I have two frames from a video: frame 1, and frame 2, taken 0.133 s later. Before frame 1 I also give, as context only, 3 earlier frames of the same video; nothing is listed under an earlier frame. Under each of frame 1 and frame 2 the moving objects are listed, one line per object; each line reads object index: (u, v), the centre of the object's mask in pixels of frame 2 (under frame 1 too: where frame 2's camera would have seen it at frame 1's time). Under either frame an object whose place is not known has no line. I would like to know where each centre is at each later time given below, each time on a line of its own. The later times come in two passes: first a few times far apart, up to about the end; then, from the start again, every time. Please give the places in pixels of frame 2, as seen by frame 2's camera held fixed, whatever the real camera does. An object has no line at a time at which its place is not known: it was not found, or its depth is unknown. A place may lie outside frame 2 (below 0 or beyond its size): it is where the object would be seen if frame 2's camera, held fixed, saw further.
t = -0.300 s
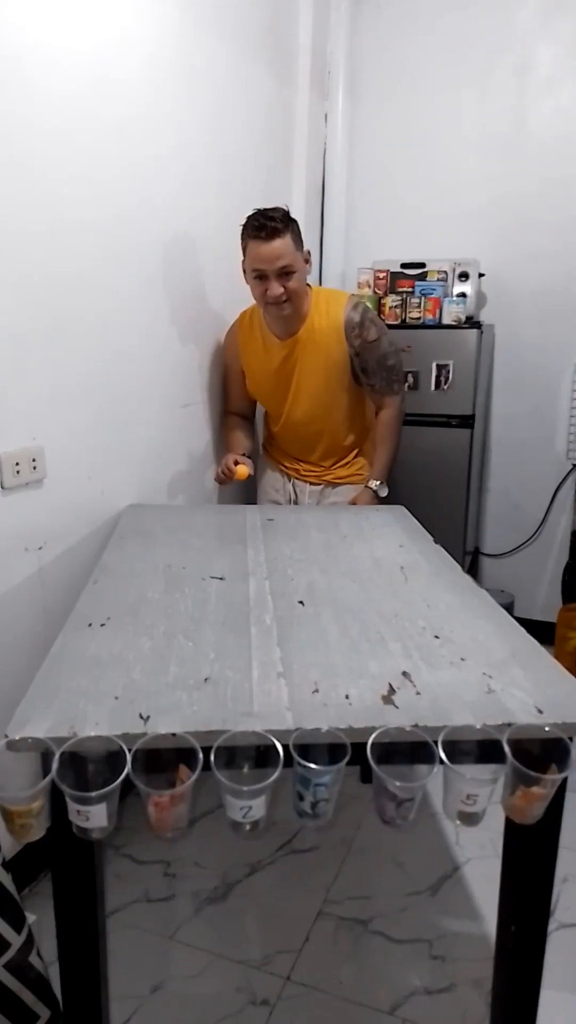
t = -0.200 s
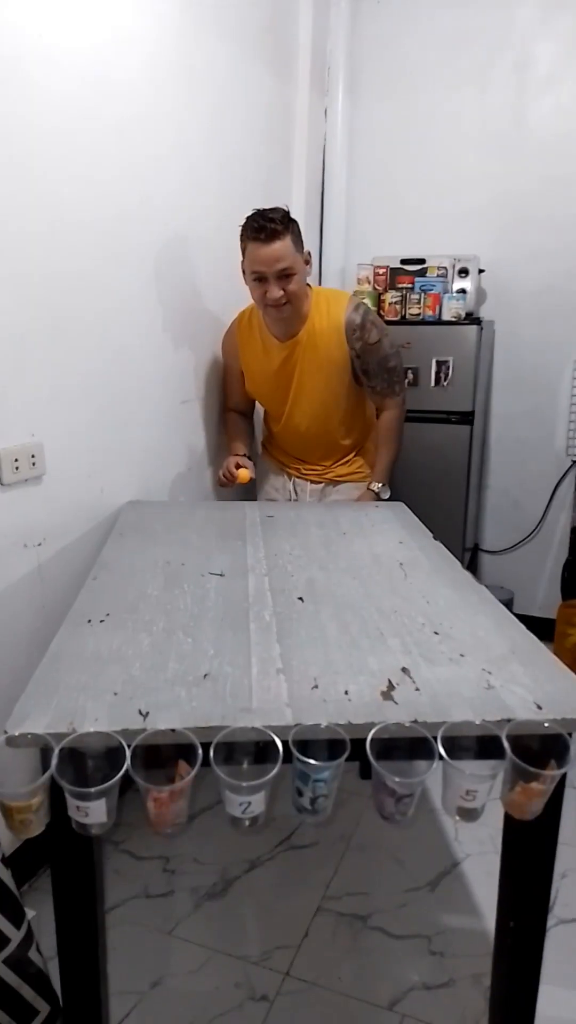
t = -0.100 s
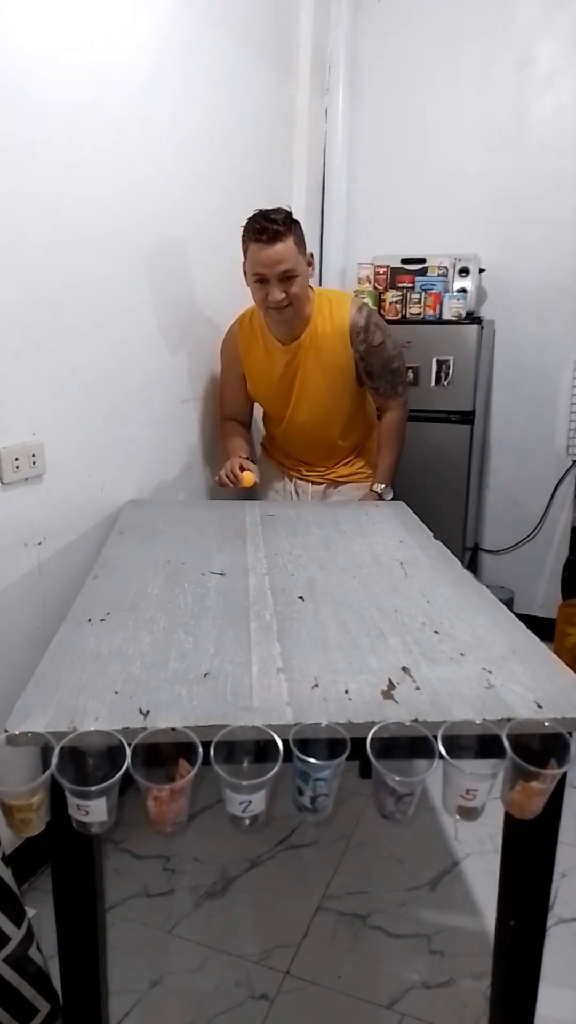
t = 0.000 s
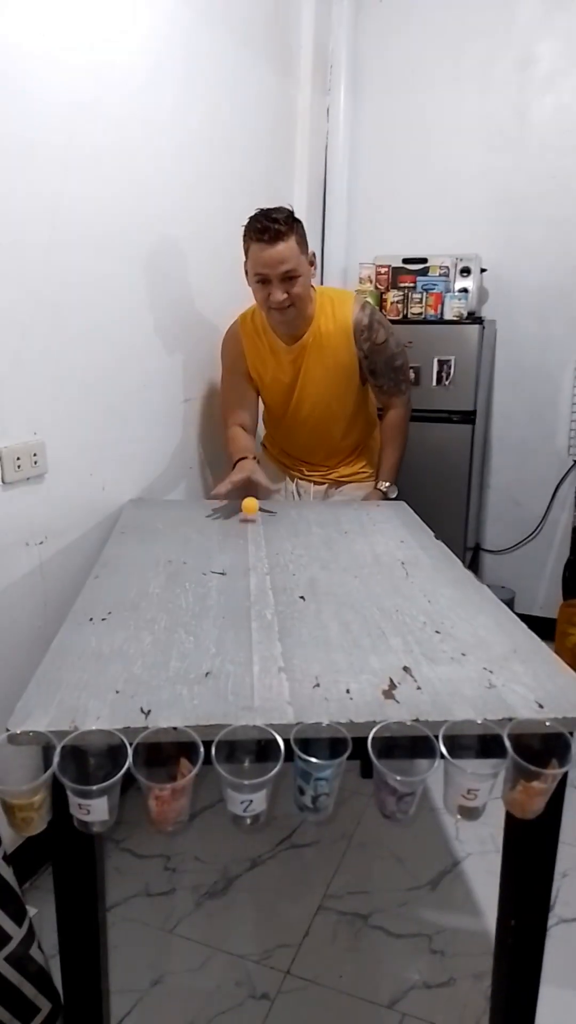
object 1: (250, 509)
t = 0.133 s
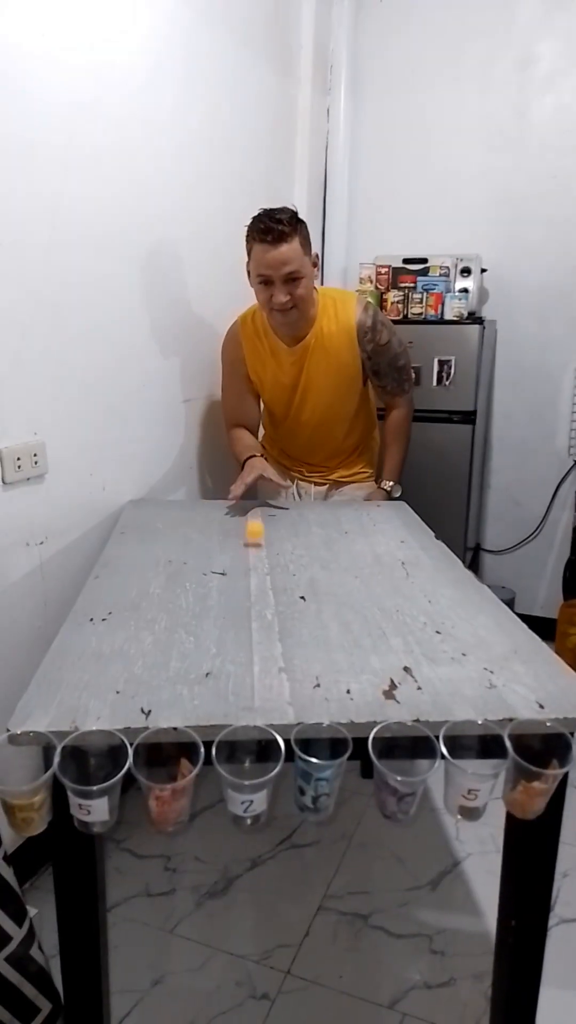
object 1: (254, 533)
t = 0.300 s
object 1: (266, 572)
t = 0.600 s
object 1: (310, 655)
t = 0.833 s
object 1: (361, 757)
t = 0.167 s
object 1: (256, 537)
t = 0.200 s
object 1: (258, 548)
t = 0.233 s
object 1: (260, 554)
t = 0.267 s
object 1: (263, 563)
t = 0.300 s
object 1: (266, 572)
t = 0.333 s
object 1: (270, 581)
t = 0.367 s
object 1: (274, 589)
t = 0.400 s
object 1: (279, 599)
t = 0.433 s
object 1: (281, 603)
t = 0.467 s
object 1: (287, 613)
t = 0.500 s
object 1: (292, 623)
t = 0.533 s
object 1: (297, 633)
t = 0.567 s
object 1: (304, 644)
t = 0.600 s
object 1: (310, 655)
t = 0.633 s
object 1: (317, 667)
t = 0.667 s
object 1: (324, 679)
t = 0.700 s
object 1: (331, 690)
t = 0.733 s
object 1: (337, 703)
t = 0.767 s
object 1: (341, 708)
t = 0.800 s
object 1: (350, 727)
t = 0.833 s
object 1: (361, 757)
